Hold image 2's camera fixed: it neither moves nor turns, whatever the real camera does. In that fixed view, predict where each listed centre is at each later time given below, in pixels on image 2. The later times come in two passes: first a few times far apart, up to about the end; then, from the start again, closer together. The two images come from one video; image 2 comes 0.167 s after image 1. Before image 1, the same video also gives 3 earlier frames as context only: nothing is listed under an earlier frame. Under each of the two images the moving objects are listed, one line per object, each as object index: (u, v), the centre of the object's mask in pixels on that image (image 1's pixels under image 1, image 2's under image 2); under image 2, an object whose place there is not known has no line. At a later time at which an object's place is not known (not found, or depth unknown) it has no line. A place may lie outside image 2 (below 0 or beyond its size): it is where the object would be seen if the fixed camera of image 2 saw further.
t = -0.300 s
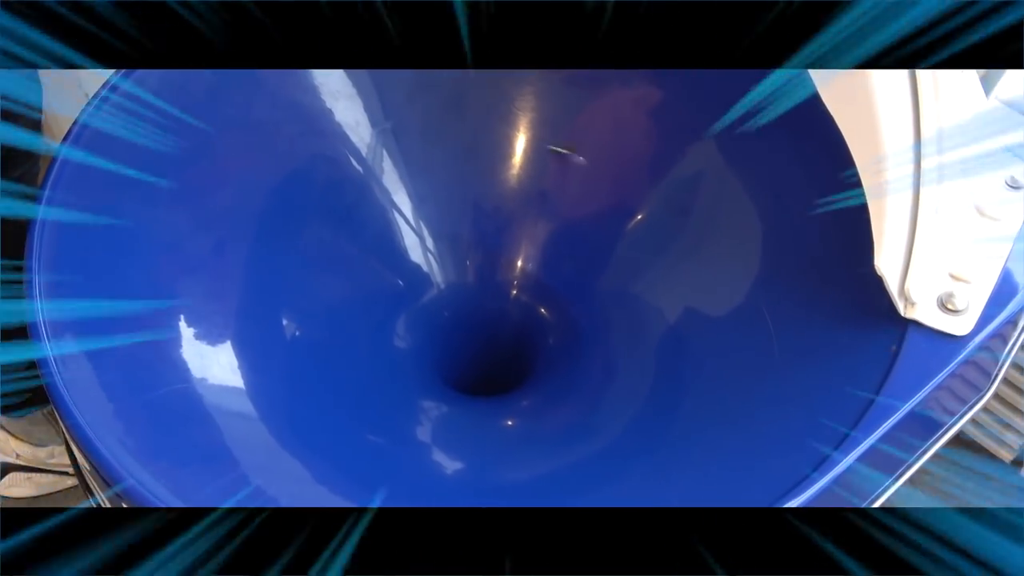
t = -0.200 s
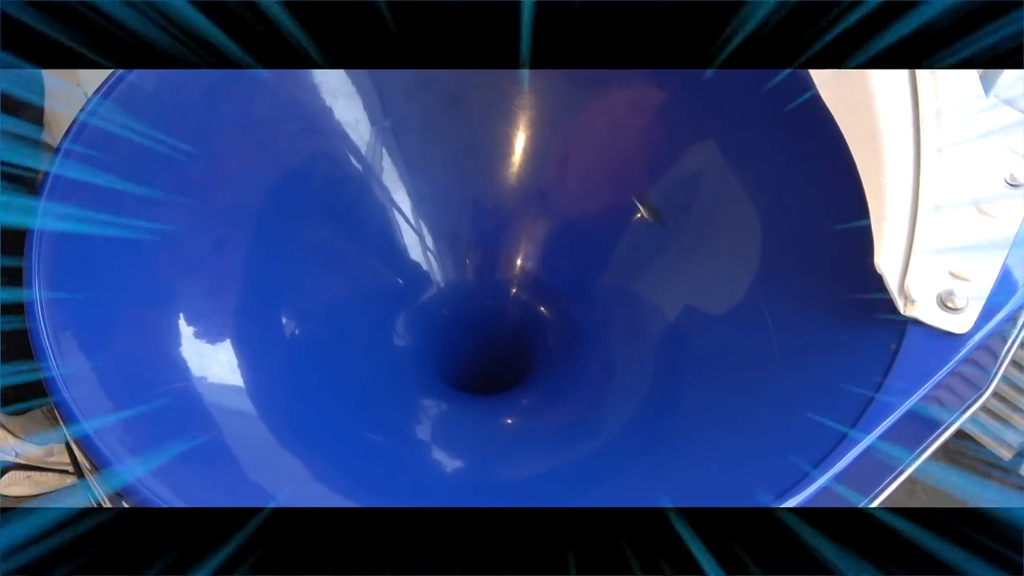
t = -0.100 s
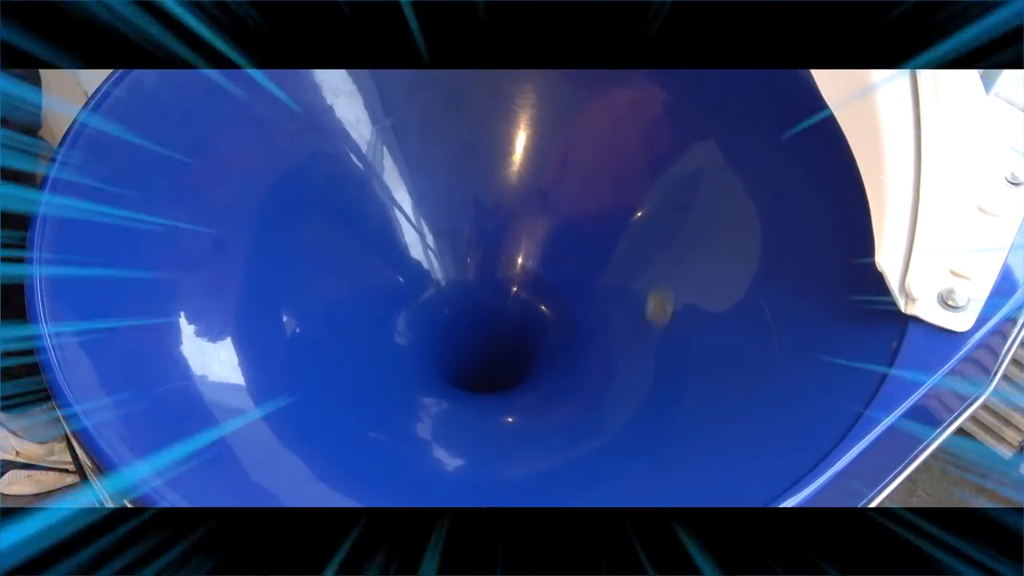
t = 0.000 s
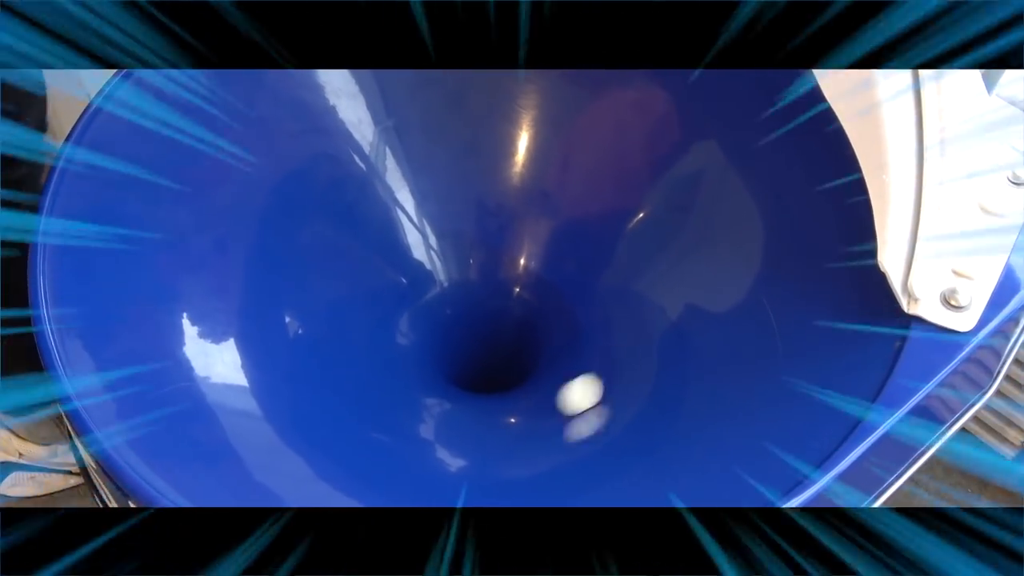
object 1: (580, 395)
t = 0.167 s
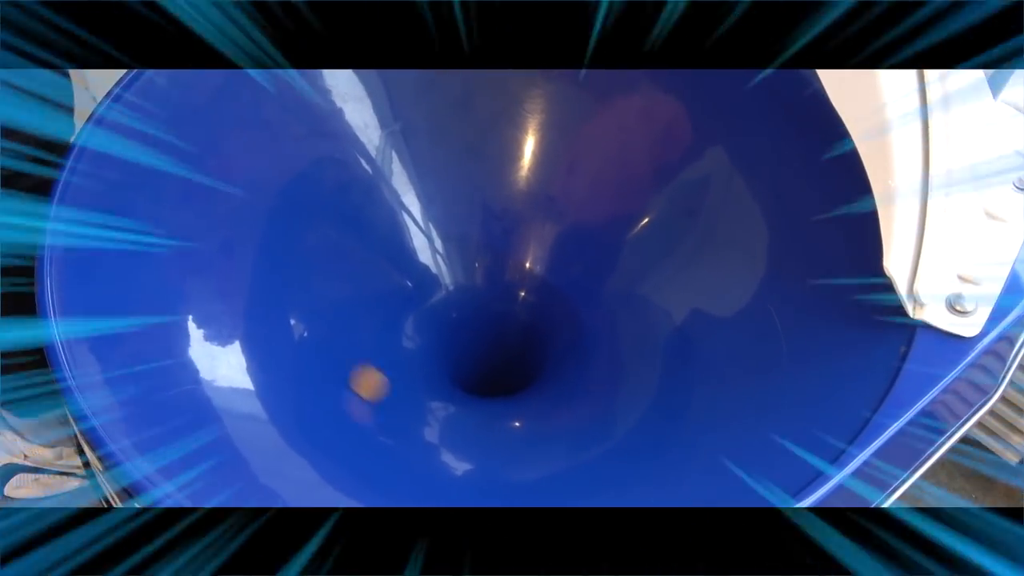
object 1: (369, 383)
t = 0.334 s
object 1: (330, 235)
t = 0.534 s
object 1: (520, 166)
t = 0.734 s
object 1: (649, 309)
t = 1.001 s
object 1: (355, 363)
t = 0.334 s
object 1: (330, 235)
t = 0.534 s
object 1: (520, 166)
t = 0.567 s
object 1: (563, 178)
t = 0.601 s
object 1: (592, 193)
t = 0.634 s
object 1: (619, 216)
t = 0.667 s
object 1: (639, 243)
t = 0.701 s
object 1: (651, 277)
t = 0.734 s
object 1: (649, 309)
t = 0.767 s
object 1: (638, 341)
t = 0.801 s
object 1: (615, 371)
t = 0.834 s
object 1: (583, 395)
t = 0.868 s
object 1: (543, 412)
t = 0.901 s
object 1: (499, 419)
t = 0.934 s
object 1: (455, 417)
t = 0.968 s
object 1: (415, 406)
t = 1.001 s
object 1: (355, 363)
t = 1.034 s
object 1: (333, 305)
